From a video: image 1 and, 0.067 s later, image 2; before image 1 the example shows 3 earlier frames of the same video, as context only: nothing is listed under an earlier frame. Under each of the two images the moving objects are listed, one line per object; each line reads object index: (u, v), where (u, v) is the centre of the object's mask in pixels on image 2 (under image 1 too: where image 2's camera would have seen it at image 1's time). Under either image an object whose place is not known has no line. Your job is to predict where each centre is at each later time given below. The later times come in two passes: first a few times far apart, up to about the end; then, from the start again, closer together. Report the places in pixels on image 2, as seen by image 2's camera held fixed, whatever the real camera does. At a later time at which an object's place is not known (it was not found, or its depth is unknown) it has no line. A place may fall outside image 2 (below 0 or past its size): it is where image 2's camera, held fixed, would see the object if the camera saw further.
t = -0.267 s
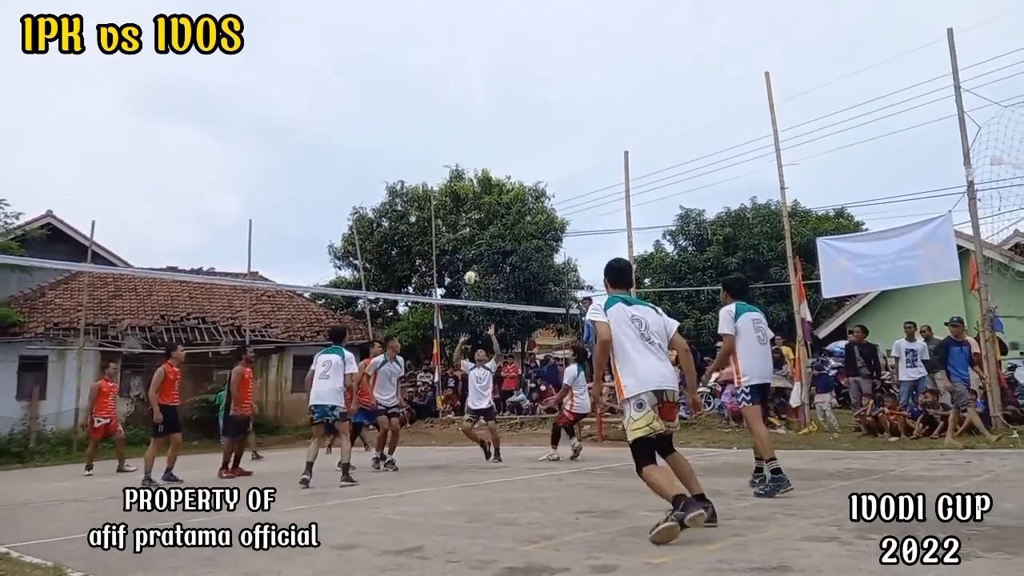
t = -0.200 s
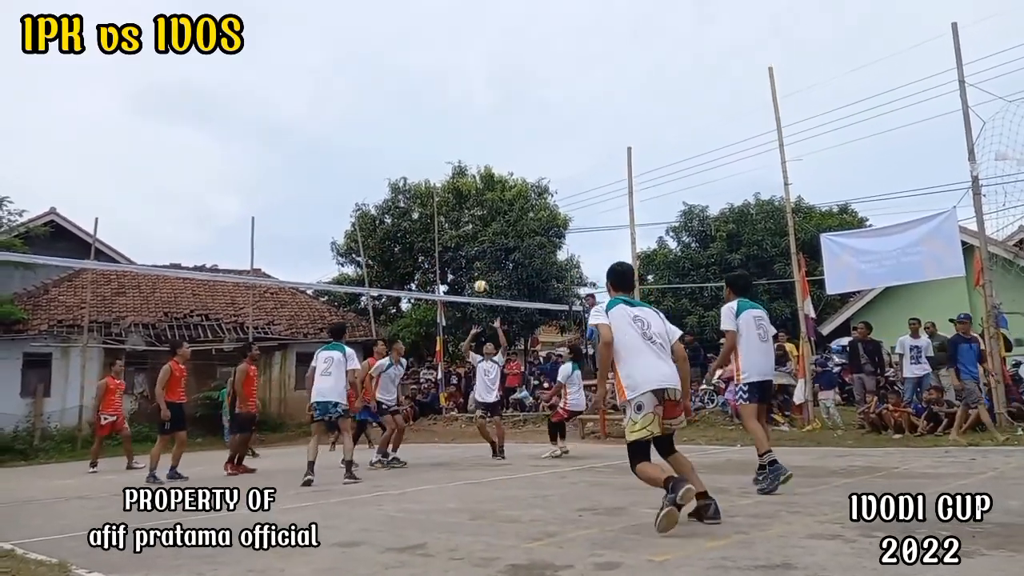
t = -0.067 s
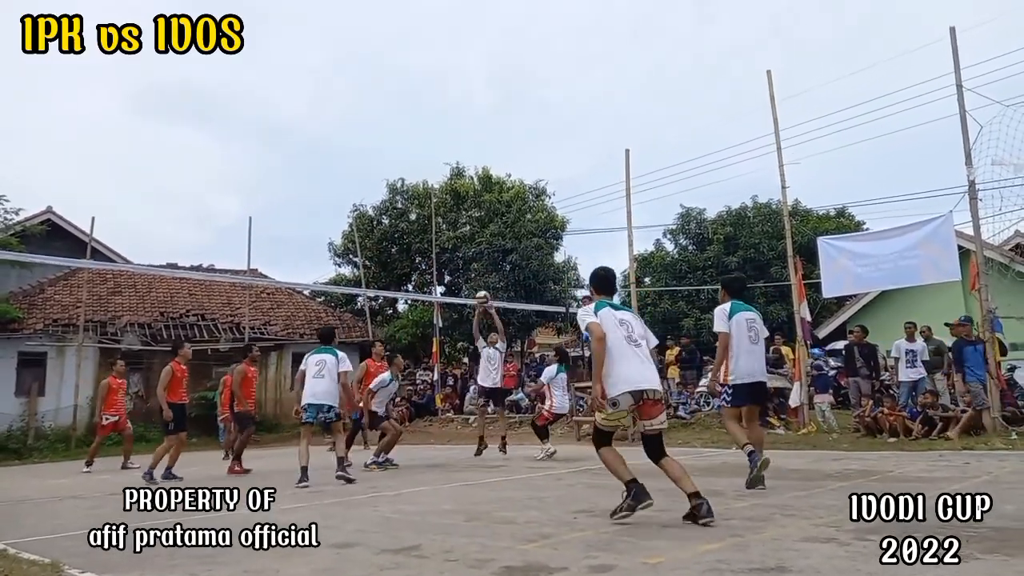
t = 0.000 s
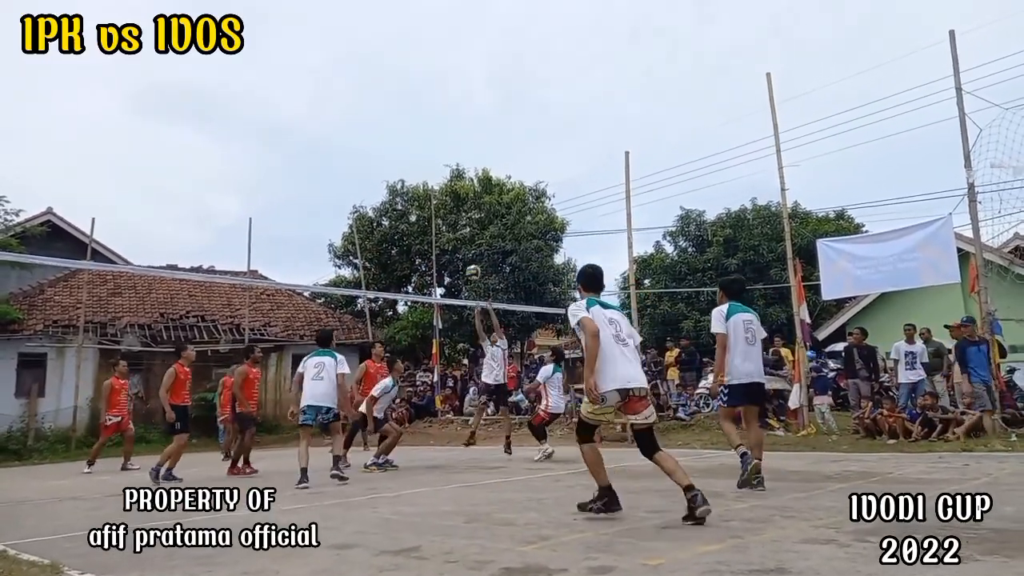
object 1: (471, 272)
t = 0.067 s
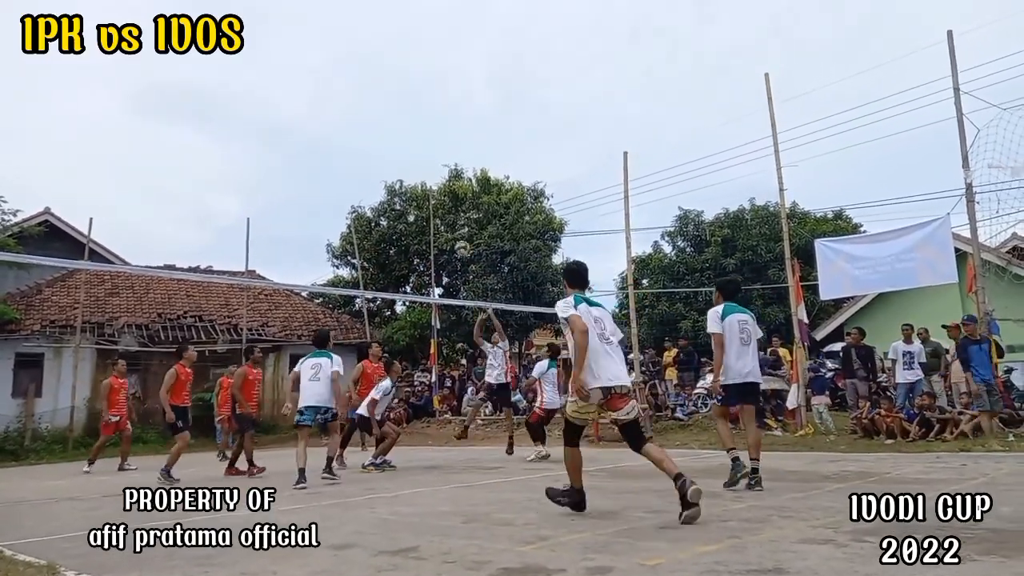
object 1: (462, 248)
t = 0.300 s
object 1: (430, 185)
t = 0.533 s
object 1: (397, 160)
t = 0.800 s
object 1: (358, 175)
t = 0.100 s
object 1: (456, 237)
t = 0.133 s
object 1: (453, 226)
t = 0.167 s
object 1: (448, 217)
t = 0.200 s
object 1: (443, 208)
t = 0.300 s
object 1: (430, 185)
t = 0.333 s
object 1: (425, 180)
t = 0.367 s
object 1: (420, 174)
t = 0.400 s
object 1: (416, 170)
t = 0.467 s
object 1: (407, 164)
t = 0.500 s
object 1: (402, 161)
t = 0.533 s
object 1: (397, 160)
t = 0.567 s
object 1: (392, 159)
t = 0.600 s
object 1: (388, 159)
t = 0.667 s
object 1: (378, 161)
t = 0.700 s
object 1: (373, 164)
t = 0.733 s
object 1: (369, 167)
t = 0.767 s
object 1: (364, 170)
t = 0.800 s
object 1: (358, 175)
